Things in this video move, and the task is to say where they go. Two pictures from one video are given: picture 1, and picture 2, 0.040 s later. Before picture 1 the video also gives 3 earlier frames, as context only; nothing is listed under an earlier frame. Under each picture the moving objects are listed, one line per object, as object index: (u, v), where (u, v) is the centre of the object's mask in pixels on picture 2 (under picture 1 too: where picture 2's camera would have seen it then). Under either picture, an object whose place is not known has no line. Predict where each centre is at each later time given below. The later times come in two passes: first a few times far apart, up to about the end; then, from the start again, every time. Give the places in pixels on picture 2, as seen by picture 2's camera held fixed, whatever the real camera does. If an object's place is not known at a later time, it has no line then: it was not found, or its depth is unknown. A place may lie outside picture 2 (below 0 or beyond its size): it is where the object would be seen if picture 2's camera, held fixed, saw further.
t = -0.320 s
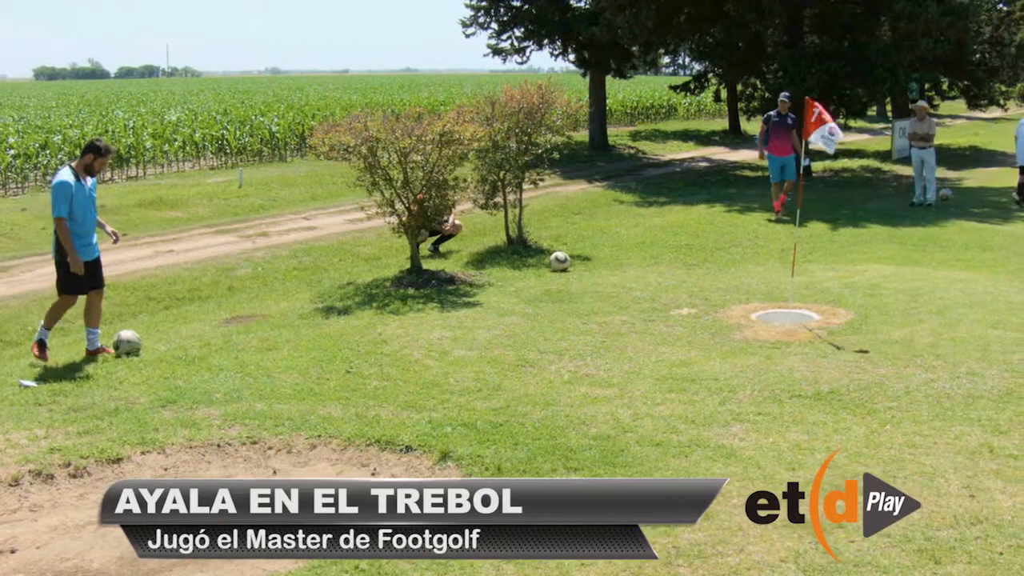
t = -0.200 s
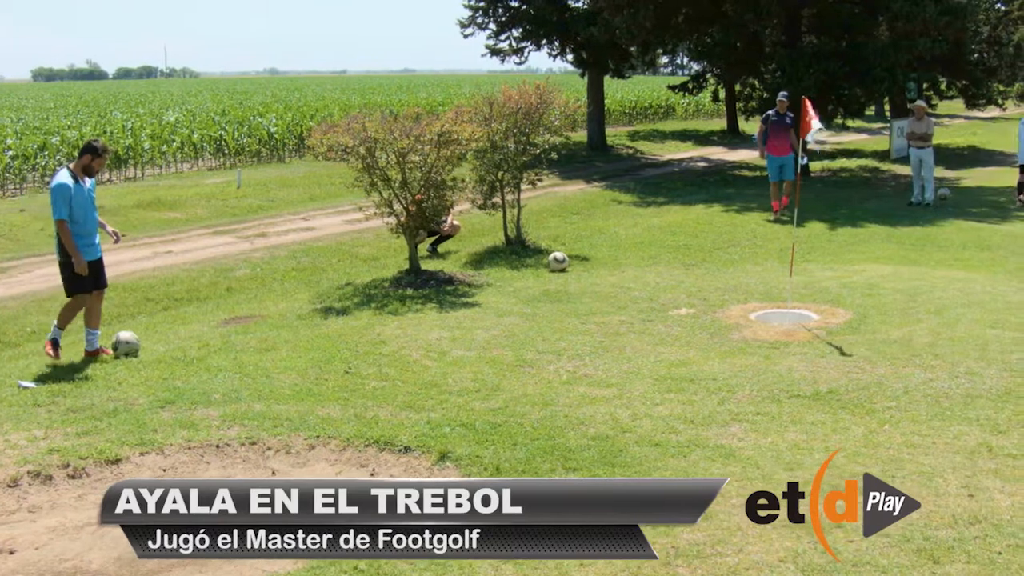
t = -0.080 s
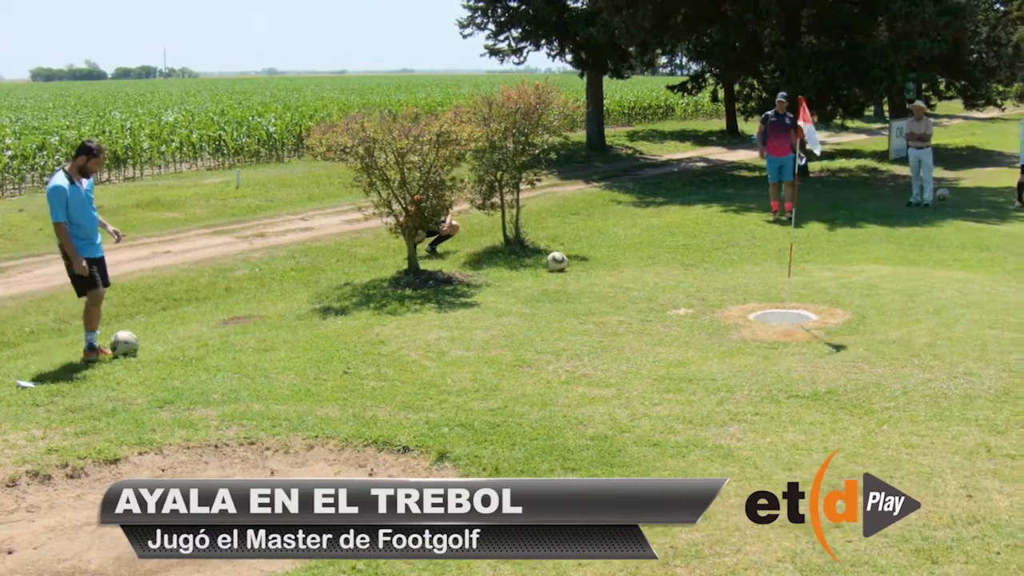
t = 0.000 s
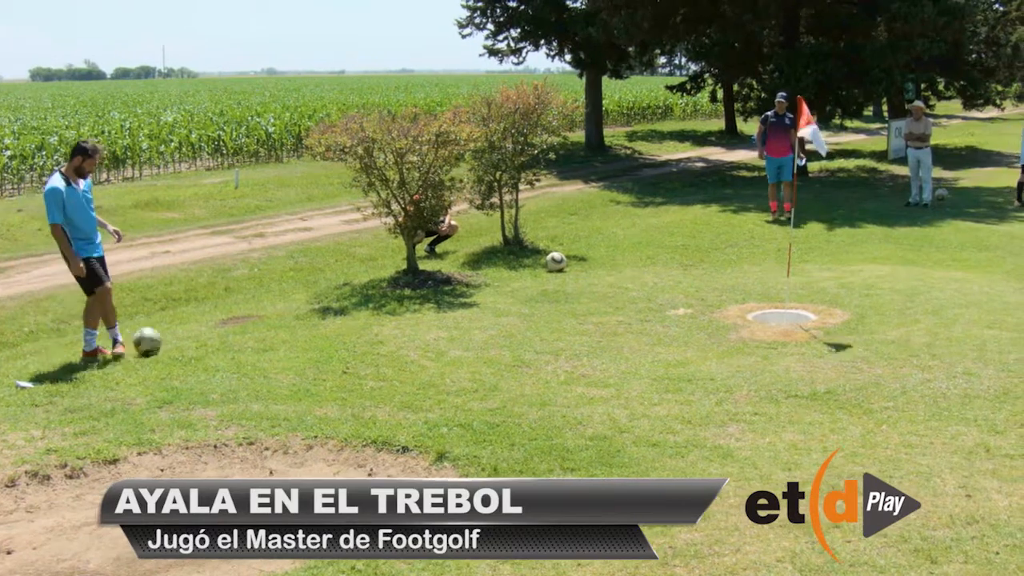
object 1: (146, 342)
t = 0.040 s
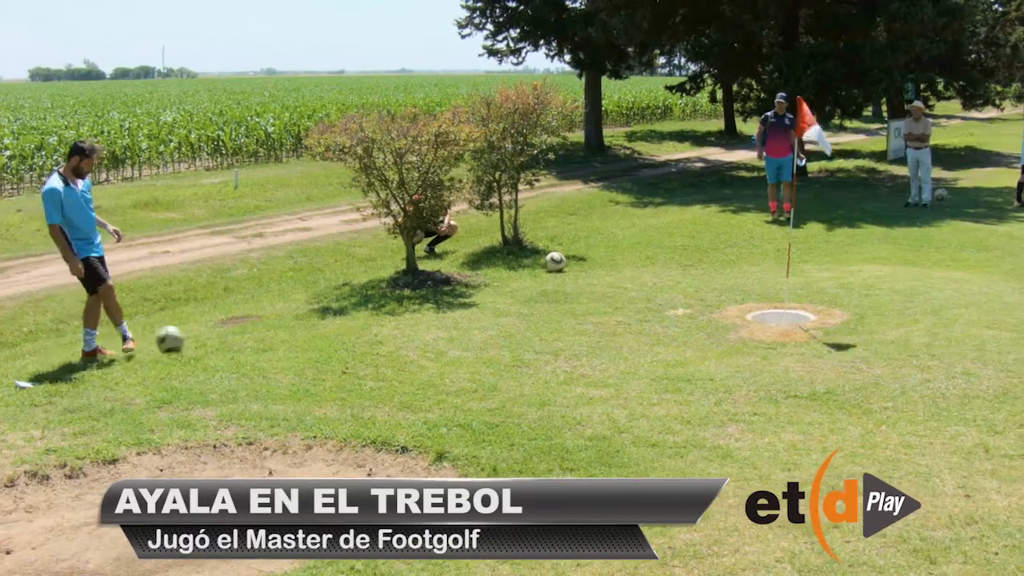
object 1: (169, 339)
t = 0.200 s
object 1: (244, 332)
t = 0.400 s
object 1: (313, 327)
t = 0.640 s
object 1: (380, 323)
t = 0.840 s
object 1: (435, 323)
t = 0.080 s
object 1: (193, 340)
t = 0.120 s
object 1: (213, 339)
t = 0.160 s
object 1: (229, 335)
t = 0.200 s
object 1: (244, 332)
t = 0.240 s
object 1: (260, 332)
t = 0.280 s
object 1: (276, 333)
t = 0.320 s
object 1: (290, 333)
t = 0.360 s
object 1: (302, 329)
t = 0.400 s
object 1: (313, 327)
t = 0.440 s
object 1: (325, 326)
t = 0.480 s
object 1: (337, 328)
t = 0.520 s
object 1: (349, 328)
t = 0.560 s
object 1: (359, 324)
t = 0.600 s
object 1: (370, 322)
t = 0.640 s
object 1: (380, 323)
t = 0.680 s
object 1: (392, 326)
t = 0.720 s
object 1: (403, 326)
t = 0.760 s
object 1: (414, 324)
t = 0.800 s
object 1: (424, 323)
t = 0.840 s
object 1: (435, 323)
